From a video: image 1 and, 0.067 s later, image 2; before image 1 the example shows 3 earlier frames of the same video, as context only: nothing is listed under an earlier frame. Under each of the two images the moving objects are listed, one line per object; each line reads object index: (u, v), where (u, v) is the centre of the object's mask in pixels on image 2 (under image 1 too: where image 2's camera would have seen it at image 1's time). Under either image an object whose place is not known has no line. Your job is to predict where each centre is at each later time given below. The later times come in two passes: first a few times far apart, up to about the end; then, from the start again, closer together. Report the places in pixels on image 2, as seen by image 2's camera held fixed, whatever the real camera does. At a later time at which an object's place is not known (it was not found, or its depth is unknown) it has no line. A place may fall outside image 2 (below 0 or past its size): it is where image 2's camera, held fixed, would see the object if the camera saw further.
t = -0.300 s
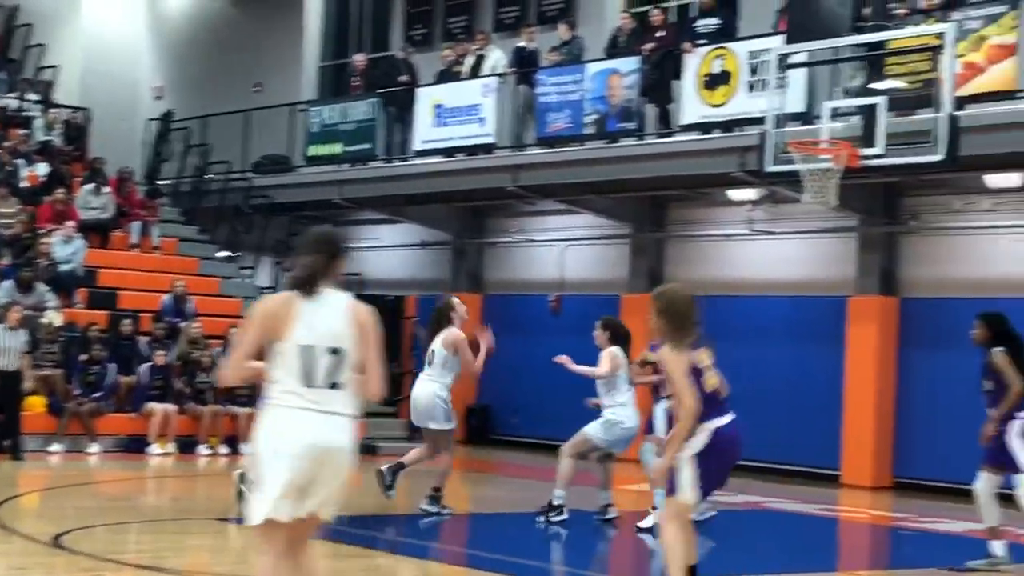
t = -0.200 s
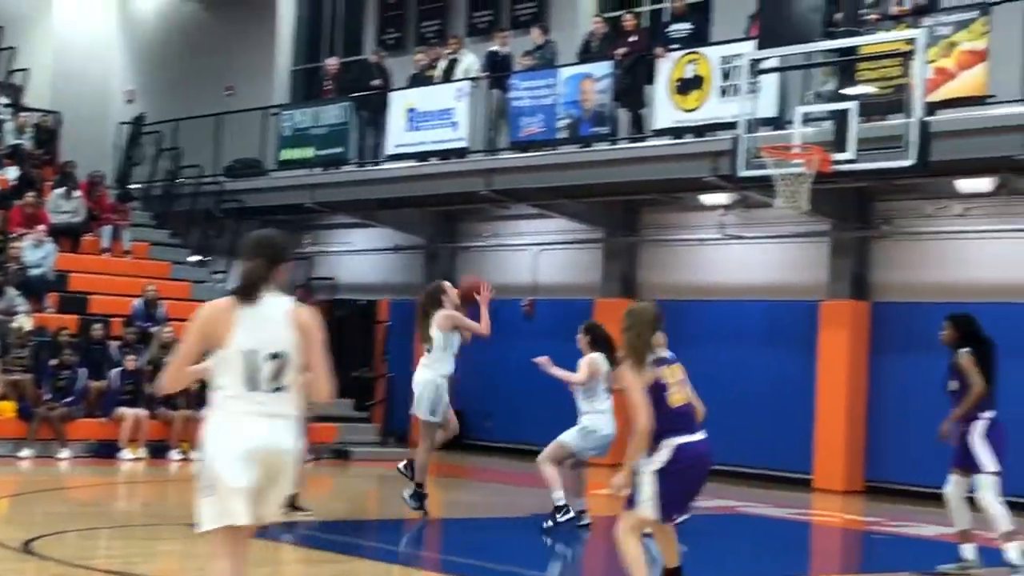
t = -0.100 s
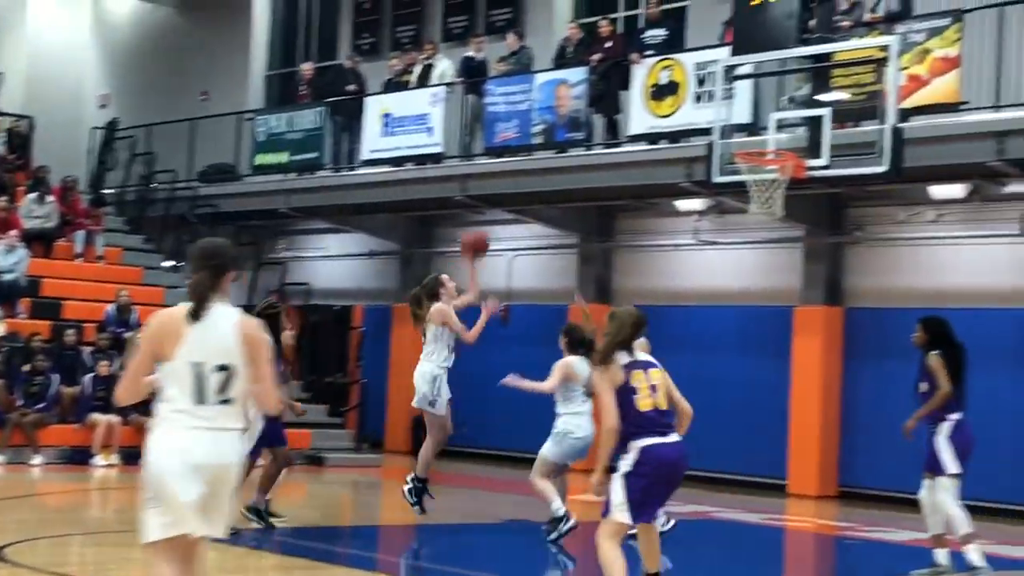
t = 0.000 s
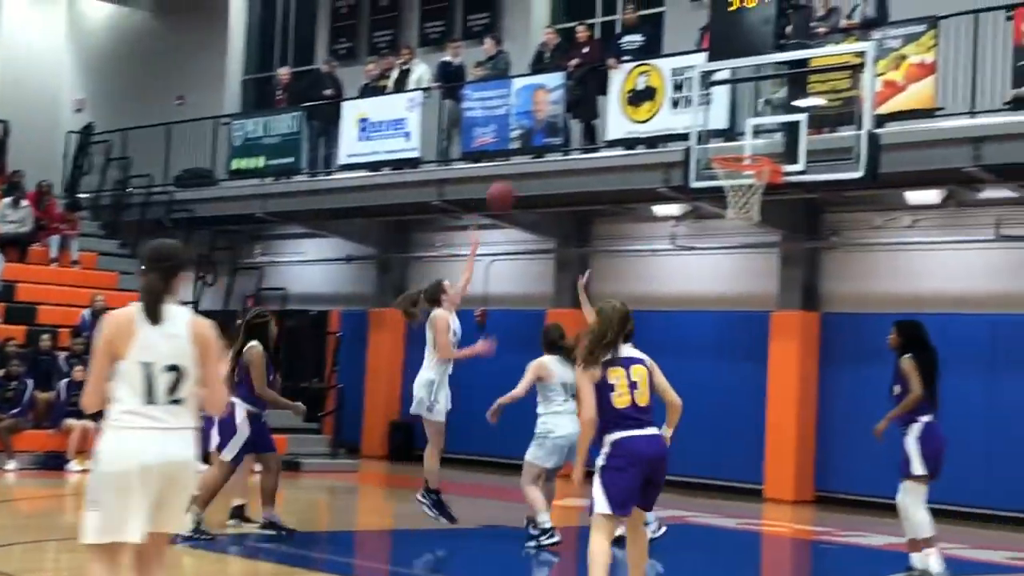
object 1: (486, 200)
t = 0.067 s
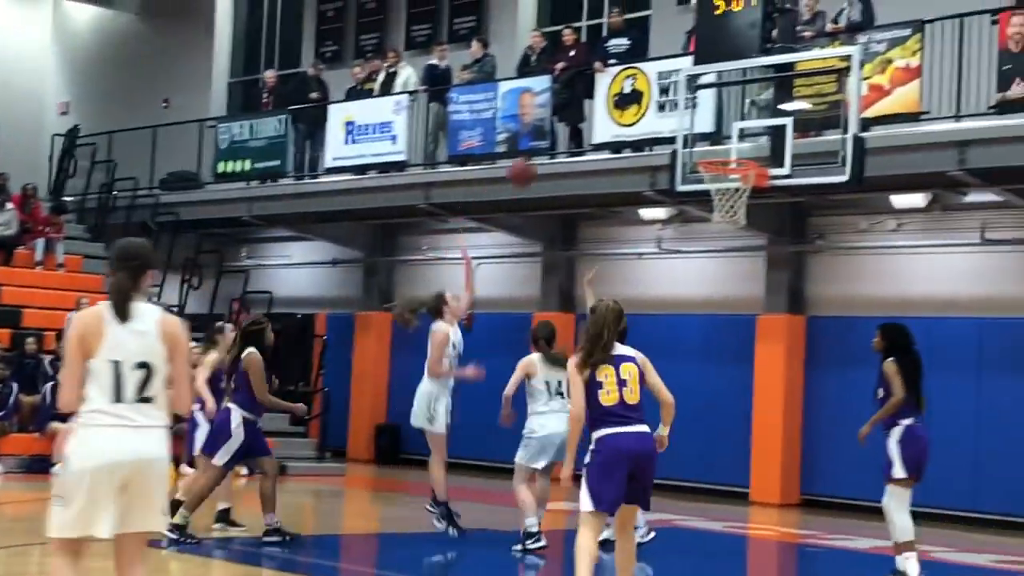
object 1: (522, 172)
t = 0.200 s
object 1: (586, 135)
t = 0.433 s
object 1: (699, 117)
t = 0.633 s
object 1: (727, 144)
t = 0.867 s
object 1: (733, 148)
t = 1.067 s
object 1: (721, 145)
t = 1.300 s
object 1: (731, 178)
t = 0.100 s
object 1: (537, 160)
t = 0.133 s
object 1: (554, 150)
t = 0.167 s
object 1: (572, 141)
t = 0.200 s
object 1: (586, 135)
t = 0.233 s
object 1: (604, 127)
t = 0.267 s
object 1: (620, 122)
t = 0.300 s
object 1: (635, 118)
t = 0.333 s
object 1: (652, 117)
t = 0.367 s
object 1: (668, 115)
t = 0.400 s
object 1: (684, 116)
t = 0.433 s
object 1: (699, 117)
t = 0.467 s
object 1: (714, 122)
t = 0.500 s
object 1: (729, 124)
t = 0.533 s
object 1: (737, 129)
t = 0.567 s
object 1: (734, 133)
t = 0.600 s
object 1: (730, 137)
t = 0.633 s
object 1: (727, 144)
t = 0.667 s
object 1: (724, 148)
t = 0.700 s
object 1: (724, 150)
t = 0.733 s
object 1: (733, 149)
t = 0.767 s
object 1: (739, 151)
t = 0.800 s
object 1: (744, 152)
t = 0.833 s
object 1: (739, 149)
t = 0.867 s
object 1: (733, 148)
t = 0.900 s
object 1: (727, 147)
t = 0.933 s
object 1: (721, 147)
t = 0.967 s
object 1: (716, 147)
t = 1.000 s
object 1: (718, 146)
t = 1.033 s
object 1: (719, 145)
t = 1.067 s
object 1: (721, 145)
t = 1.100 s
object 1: (723, 145)
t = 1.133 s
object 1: (725, 146)
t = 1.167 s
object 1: (727, 148)
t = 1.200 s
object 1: (727, 151)
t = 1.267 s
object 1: (730, 174)
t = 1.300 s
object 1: (731, 178)
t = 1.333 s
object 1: (731, 194)
